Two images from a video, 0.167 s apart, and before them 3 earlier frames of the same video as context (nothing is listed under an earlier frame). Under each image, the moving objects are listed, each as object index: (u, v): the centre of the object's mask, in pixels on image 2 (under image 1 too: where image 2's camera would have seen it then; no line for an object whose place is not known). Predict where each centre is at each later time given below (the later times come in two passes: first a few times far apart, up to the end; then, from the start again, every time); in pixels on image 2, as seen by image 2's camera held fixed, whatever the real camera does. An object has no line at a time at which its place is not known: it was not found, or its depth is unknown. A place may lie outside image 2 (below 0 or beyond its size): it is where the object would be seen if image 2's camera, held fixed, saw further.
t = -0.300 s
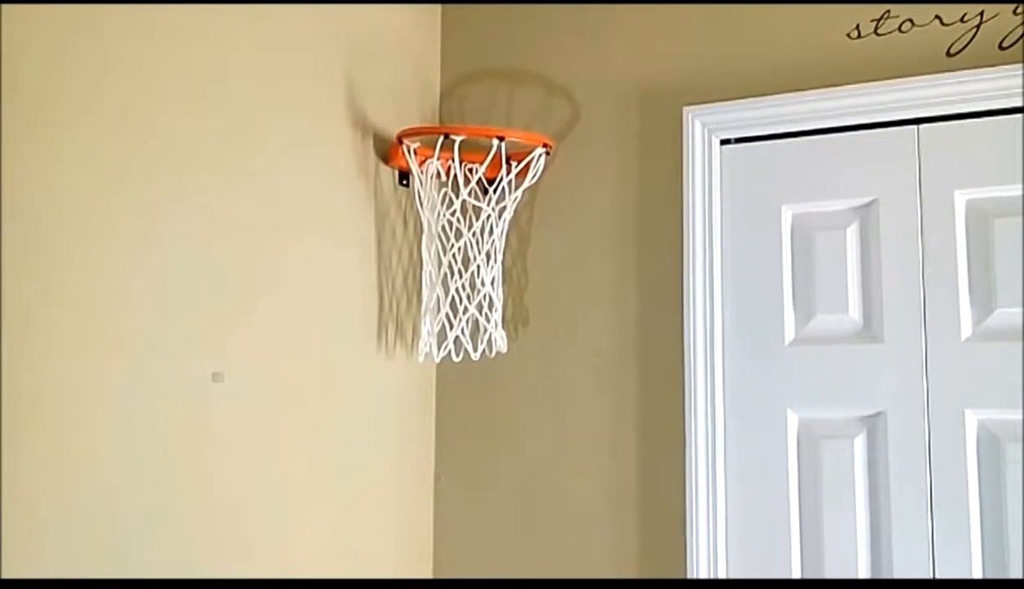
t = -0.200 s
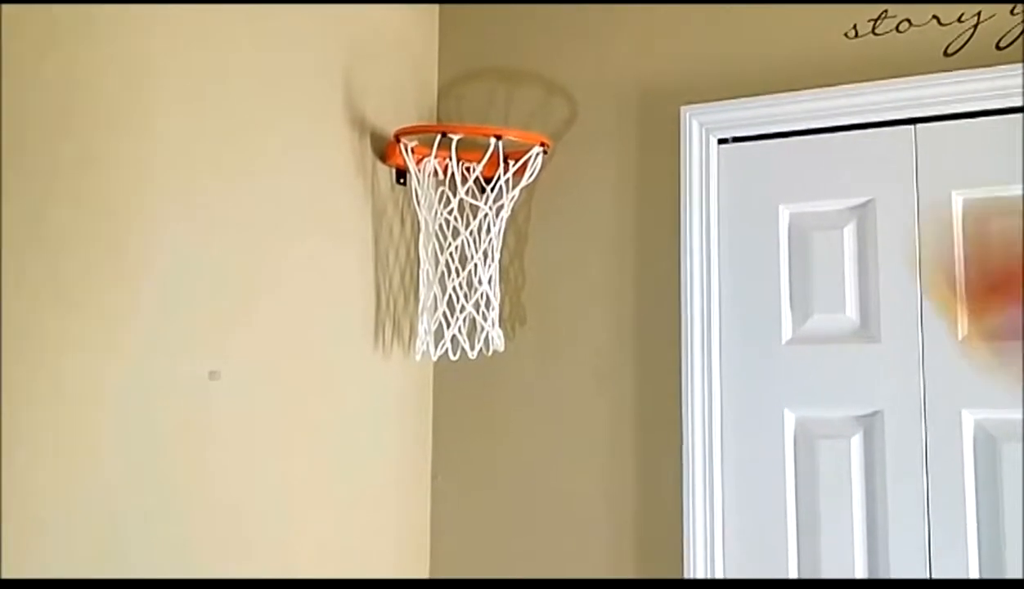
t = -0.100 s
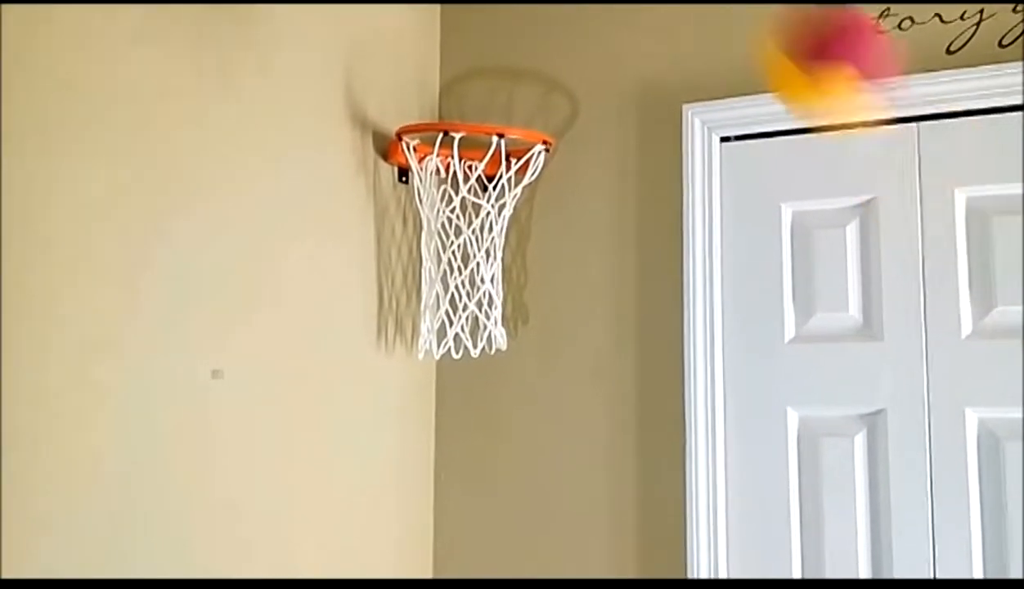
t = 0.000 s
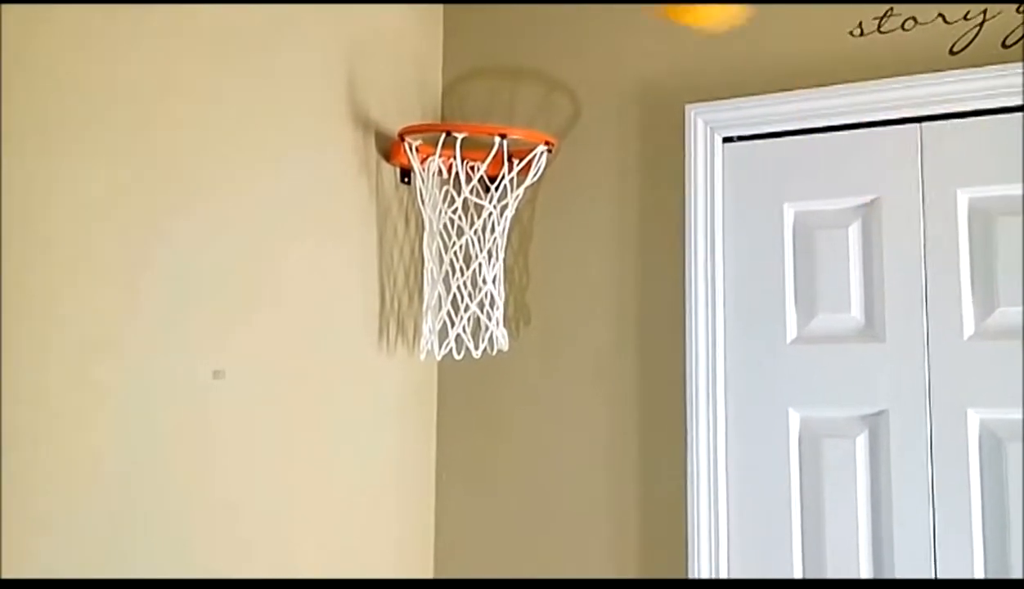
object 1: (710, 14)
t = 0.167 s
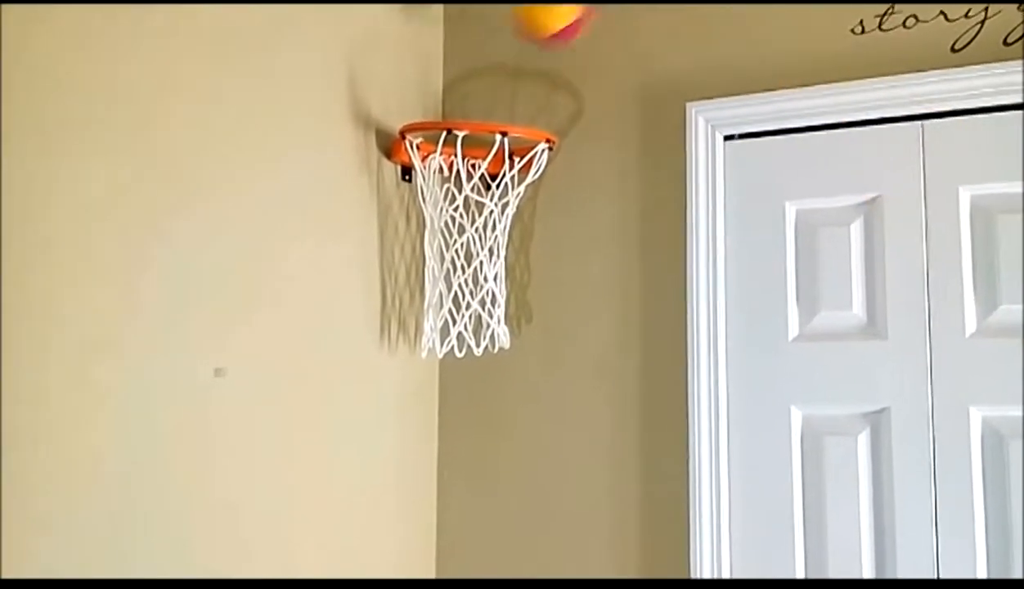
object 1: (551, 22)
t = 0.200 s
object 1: (531, 34)
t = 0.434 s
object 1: (458, 114)
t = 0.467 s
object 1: (468, 122)
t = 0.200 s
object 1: (531, 34)
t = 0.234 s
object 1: (511, 52)
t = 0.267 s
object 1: (489, 69)
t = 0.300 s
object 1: (464, 81)
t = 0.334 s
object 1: (438, 93)
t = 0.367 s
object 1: (435, 98)
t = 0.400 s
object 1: (446, 106)
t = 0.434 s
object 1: (458, 114)
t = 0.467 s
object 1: (468, 122)
